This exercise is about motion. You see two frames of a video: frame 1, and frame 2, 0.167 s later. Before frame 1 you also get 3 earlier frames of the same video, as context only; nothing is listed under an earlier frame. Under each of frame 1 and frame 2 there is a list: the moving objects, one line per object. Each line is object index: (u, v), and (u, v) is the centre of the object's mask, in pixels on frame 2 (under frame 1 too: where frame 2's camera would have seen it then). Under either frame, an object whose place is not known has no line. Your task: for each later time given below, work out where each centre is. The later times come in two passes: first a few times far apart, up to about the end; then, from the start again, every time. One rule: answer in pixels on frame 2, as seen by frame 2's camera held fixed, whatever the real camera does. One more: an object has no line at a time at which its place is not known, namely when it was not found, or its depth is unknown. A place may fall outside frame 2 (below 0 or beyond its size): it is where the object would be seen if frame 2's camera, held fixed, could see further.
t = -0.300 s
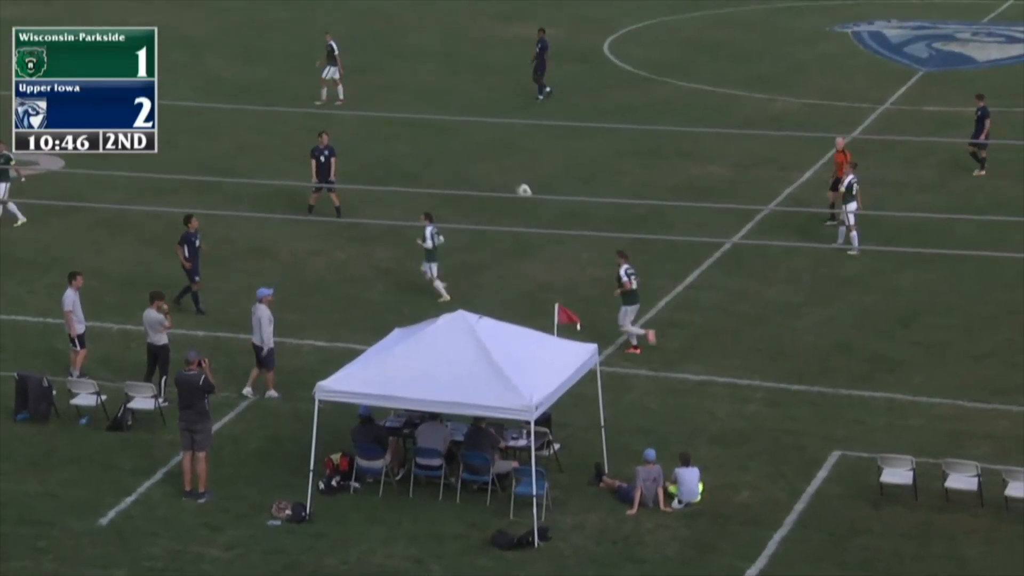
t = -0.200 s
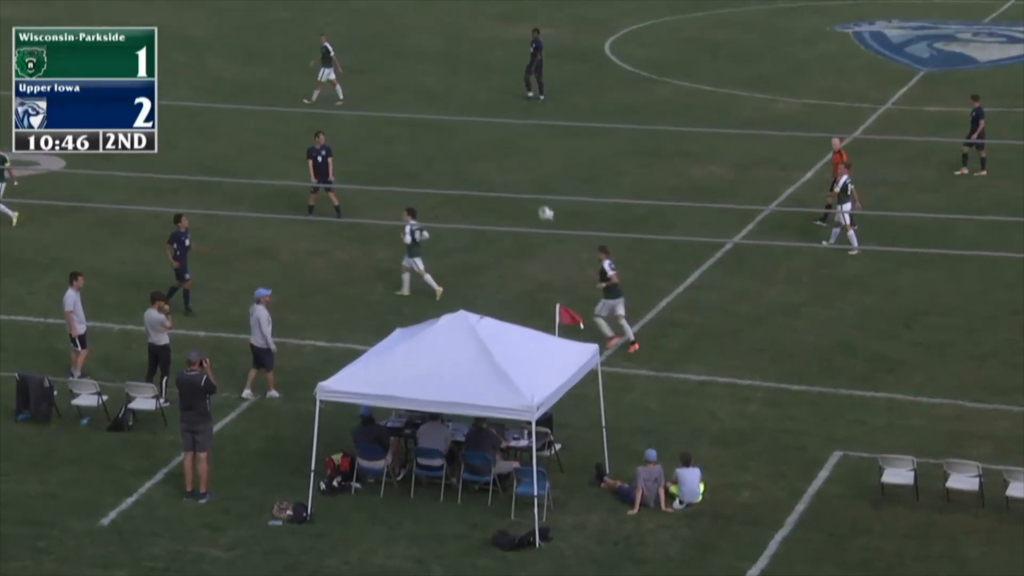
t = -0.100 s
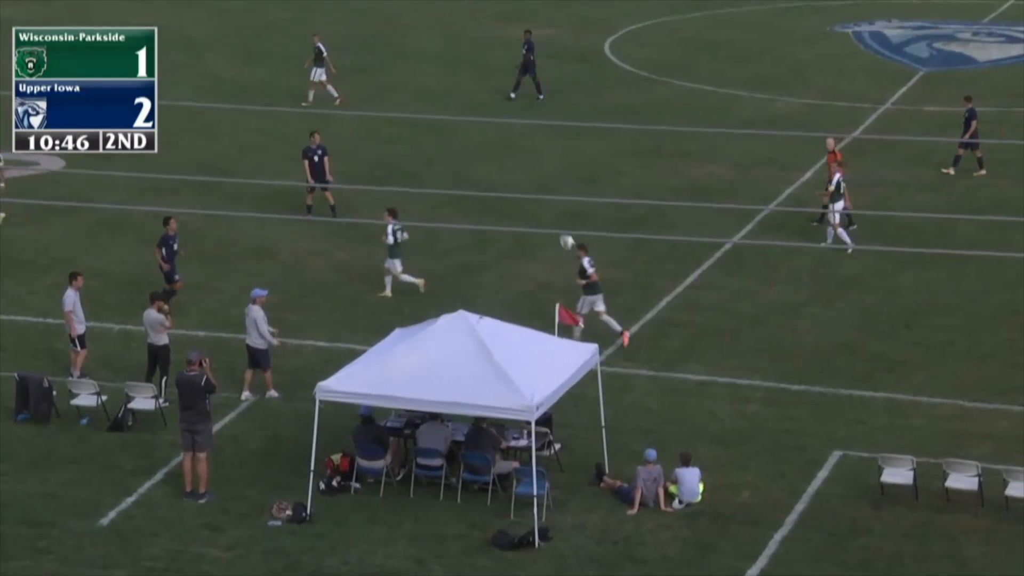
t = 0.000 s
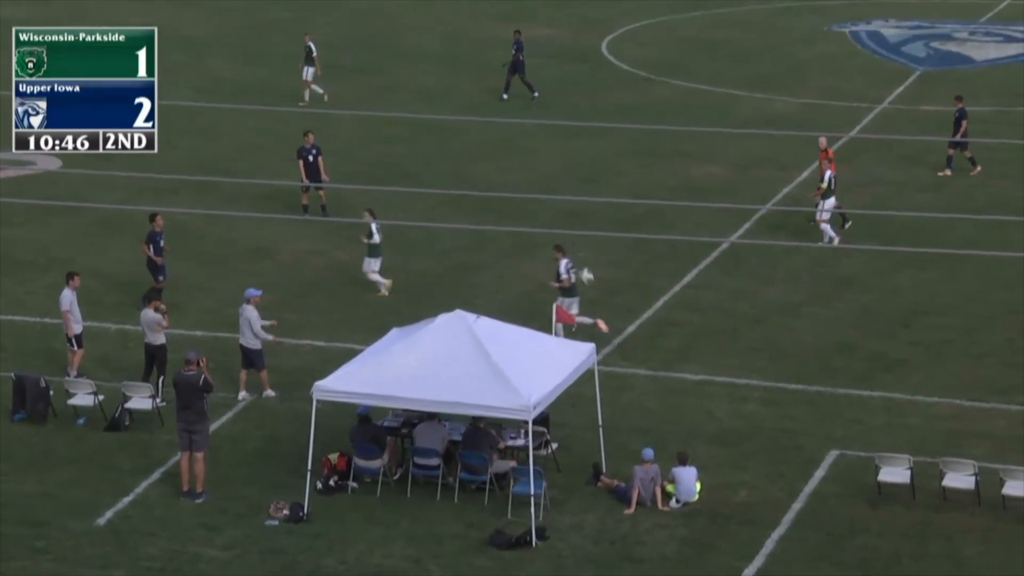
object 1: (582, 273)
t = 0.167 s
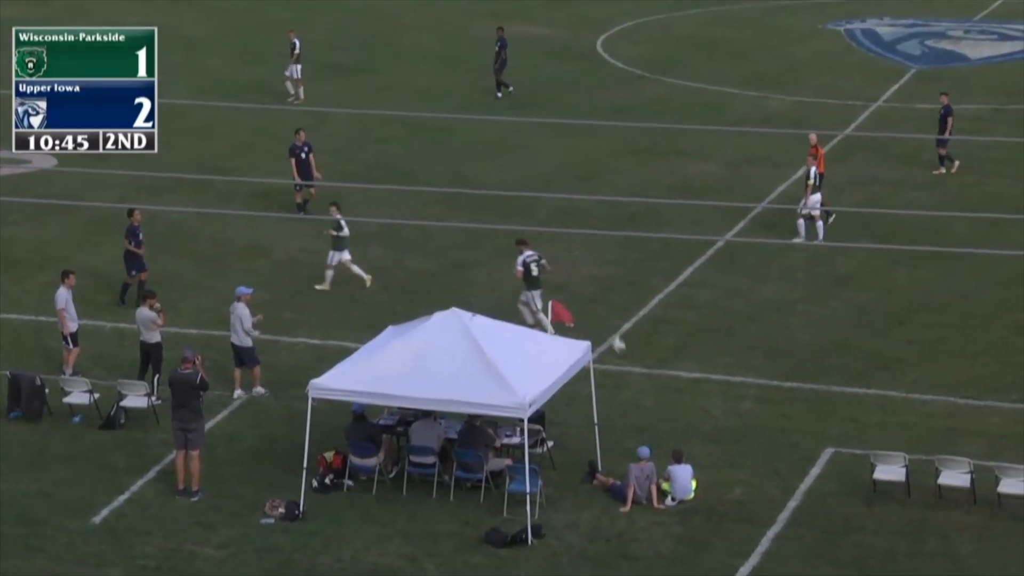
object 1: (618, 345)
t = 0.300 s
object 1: (642, 386)
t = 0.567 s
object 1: (657, 309)
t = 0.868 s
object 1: (673, 273)
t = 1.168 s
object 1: (690, 292)
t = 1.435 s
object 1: (703, 357)
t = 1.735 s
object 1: (720, 358)
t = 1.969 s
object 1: (734, 342)
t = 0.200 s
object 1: (625, 360)
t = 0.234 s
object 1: (632, 376)
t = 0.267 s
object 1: (640, 393)
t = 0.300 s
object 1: (642, 386)
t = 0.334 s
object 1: (644, 374)
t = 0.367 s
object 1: (646, 362)
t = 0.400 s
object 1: (648, 352)
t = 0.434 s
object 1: (649, 342)
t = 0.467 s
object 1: (651, 332)
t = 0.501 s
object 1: (652, 324)
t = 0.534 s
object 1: (655, 316)
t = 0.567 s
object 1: (657, 309)
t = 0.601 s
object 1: (658, 301)
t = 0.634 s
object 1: (660, 295)
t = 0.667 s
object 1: (661, 290)
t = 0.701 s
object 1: (663, 285)
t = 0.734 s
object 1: (665, 282)
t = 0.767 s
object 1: (667, 279)
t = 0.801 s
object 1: (669, 276)
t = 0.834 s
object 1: (671, 274)
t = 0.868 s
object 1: (673, 273)
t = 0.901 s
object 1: (674, 272)
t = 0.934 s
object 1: (676, 272)
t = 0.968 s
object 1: (678, 273)
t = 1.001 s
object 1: (679, 275)
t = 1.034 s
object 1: (682, 277)
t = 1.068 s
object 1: (684, 280)
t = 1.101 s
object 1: (686, 283)
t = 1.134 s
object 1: (688, 288)
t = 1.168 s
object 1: (690, 292)
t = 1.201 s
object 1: (691, 298)
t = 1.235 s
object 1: (693, 305)
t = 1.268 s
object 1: (694, 312)
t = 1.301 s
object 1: (696, 319)
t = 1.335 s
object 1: (697, 328)
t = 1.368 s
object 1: (699, 337)
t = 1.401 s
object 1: (701, 346)
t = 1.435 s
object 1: (703, 357)
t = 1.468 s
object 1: (705, 369)
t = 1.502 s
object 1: (707, 380)
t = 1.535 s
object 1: (708, 393)
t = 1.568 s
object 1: (710, 390)
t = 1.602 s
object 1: (712, 383)
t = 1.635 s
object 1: (714, 375)
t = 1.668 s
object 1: (716, 369)
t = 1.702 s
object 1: (718, 363)
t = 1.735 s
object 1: (720, 358)
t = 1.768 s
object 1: (722, 353)
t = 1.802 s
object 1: (724, 350)
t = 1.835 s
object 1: (726, 347)
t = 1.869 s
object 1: (728, 345)
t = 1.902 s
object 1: (731, 343)
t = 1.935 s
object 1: (732, 342)
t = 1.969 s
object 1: (734, 342)
